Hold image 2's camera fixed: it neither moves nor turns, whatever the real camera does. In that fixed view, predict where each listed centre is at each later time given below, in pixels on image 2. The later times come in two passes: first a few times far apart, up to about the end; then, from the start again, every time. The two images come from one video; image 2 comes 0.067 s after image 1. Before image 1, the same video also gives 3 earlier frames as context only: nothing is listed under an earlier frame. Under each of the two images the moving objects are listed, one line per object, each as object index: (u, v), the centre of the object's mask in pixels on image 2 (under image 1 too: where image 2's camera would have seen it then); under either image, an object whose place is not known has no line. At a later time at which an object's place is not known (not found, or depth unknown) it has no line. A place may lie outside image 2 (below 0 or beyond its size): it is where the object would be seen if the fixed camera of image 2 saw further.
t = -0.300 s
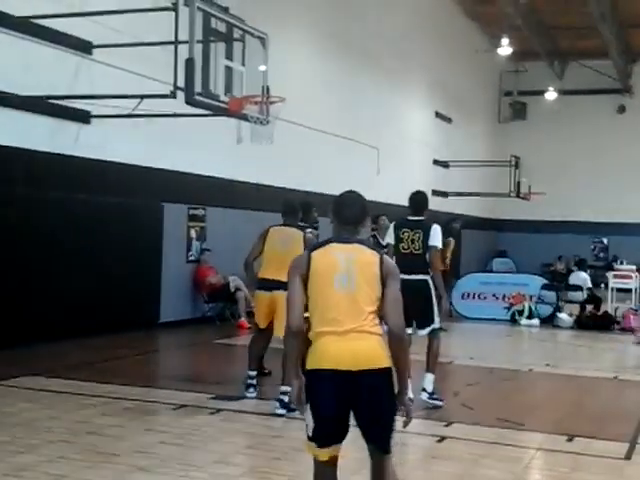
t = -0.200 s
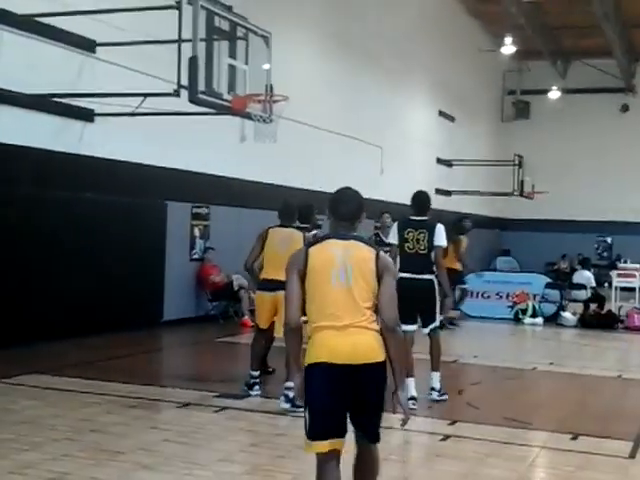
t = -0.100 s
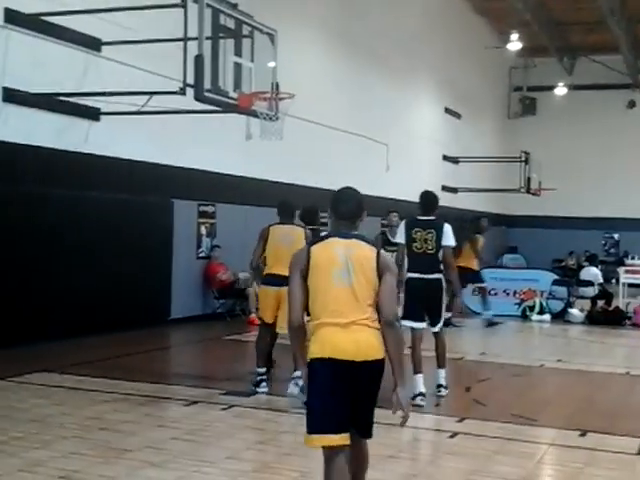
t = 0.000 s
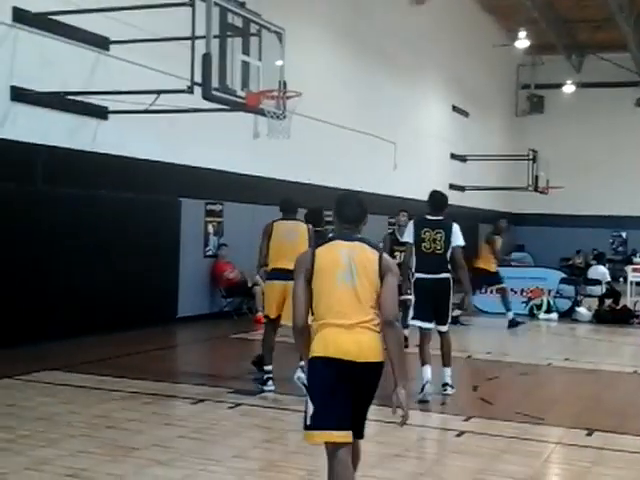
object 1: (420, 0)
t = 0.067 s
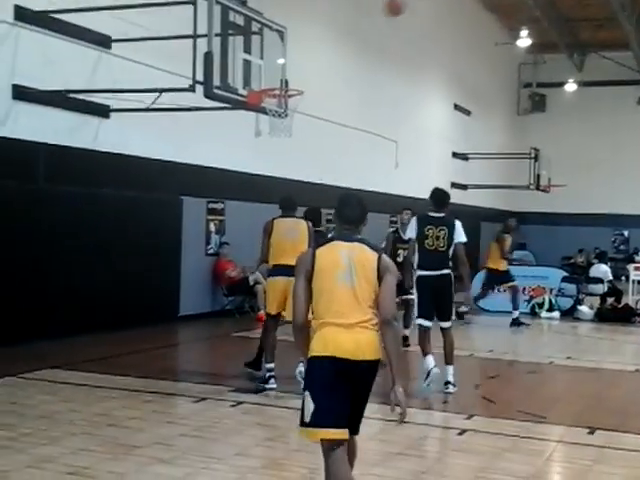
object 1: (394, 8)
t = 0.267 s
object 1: (312, 68)
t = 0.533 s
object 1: (264, 56)
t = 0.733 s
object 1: (272, 41)
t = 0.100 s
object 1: (380, 14)
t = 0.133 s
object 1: (367, 23)
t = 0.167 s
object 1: (354, 33)
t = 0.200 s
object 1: (340, 44)
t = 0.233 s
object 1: (326, 56)
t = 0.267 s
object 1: (312, 68)
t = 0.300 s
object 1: (298, 81)
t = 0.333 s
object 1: (288, 82)
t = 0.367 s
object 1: (278, 83)
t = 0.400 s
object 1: (269, 81)
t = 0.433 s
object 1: (268, 74)
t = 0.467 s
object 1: (267, 67)
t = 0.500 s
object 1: (265, 61)
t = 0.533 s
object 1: (264, 56)
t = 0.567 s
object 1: (264, 52)
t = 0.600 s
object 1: (263, 49)
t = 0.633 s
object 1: (264, 46)
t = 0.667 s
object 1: (267, 43)
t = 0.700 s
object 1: (270, 42)
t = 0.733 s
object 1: (272, 41)
